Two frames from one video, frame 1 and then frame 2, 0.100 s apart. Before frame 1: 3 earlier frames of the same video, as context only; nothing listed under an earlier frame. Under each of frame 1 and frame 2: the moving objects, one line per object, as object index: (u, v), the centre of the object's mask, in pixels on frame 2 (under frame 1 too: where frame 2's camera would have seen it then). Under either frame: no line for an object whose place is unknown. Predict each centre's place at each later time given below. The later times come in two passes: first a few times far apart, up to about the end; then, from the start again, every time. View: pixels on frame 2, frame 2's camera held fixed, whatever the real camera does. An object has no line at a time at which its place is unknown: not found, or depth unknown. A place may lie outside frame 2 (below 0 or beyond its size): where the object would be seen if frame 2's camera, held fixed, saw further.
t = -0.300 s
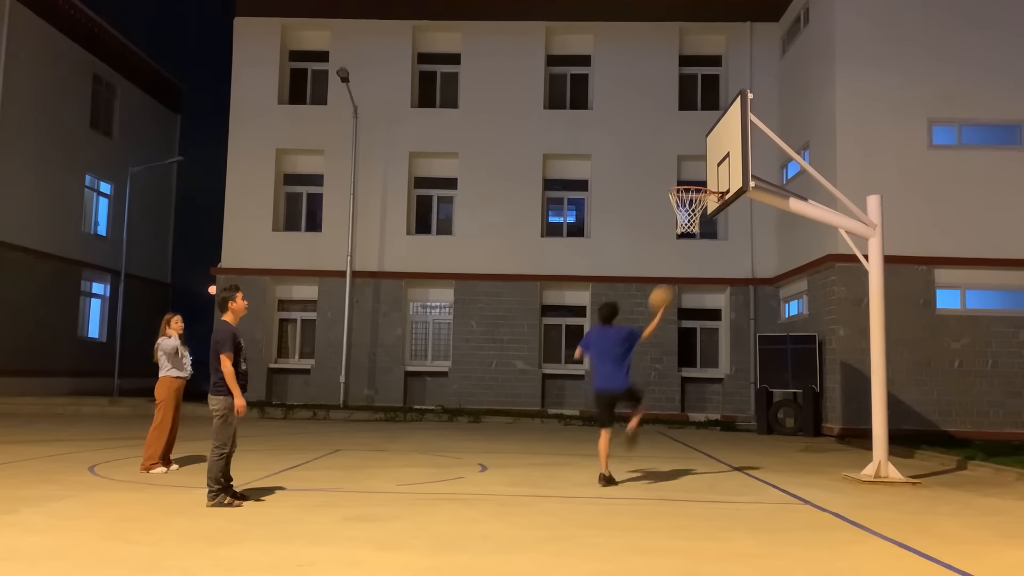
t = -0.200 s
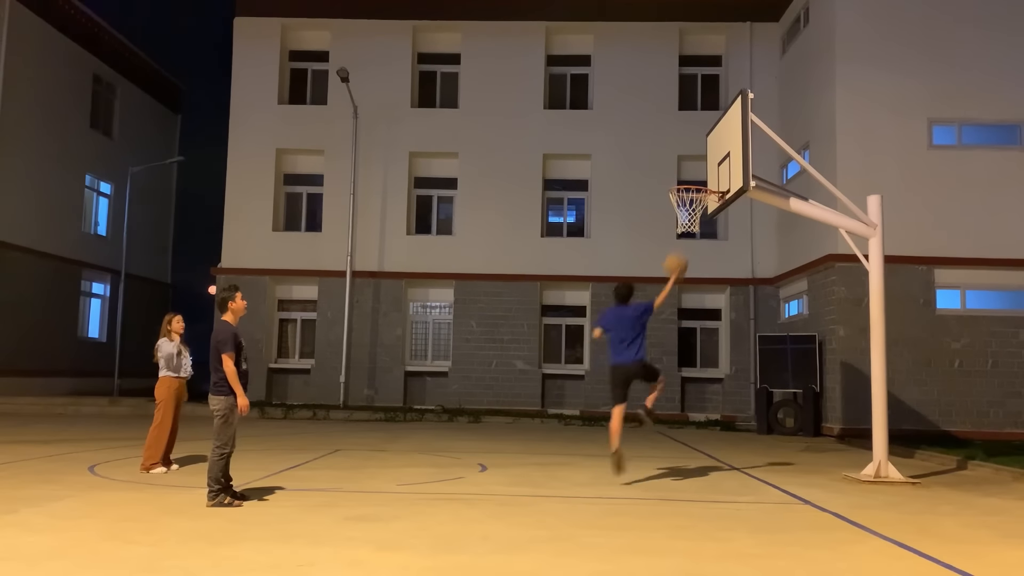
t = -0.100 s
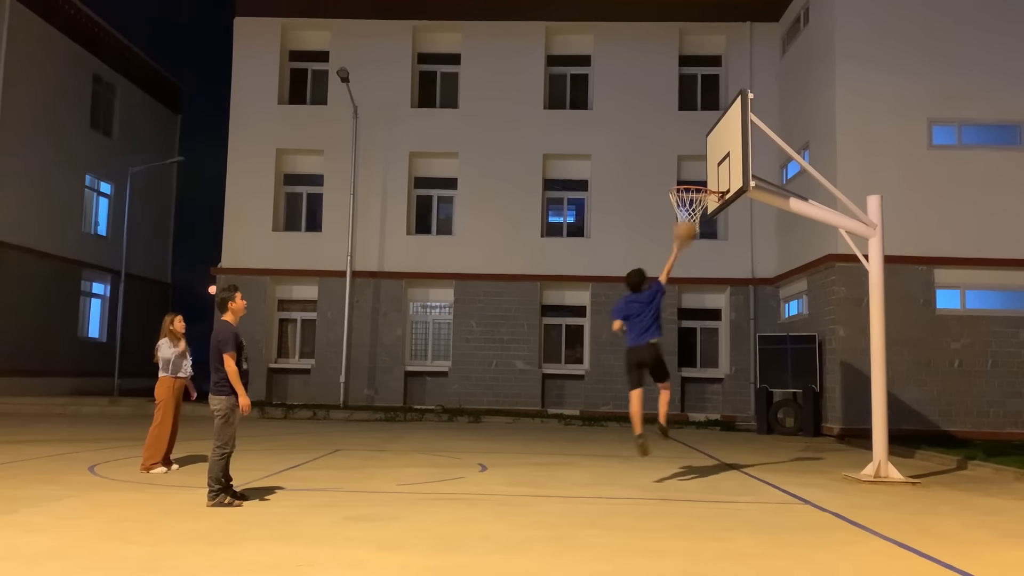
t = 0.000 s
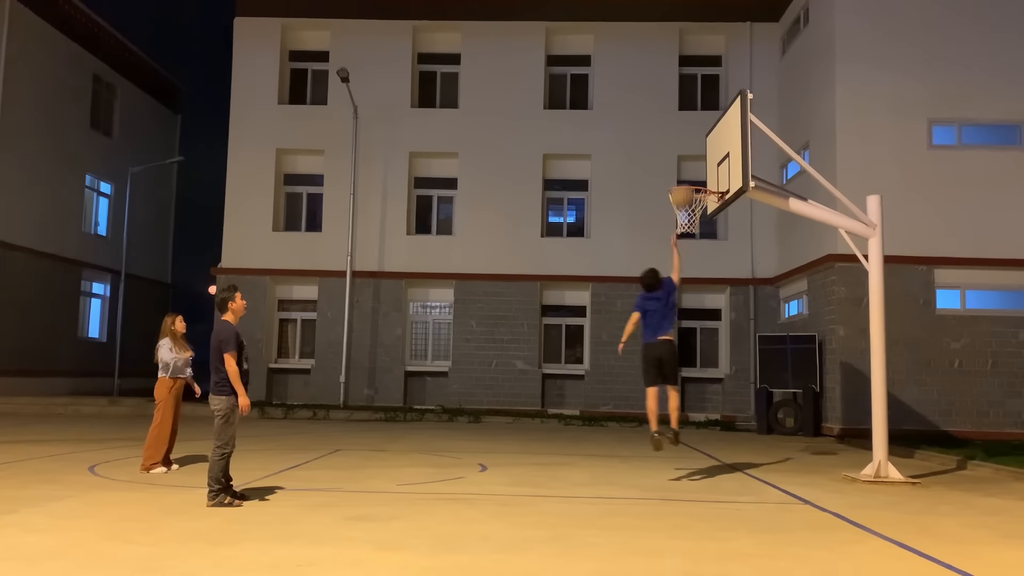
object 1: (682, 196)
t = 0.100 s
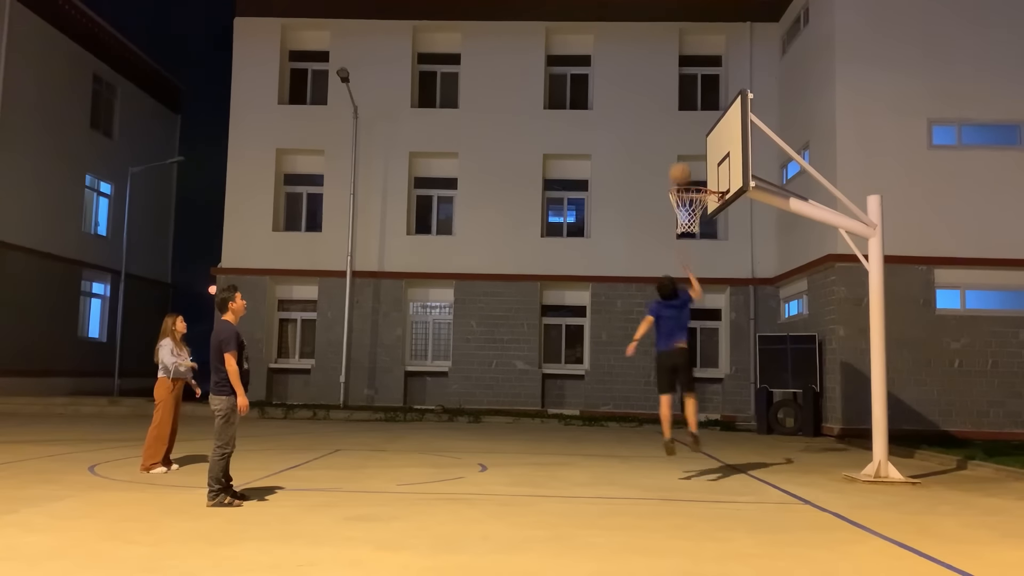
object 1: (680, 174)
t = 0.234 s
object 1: (676, 155)
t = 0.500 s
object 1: (670, 166)
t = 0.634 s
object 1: (668, 179)
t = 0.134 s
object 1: (679, 167)
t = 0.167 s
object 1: (678, 162)
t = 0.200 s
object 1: (677, 158)
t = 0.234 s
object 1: (676, 155)
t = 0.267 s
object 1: (675, 153)
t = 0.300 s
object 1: (675, 153)
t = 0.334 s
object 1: (674, 152)
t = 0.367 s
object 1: (673, 153)
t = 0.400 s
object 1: (673, 155)
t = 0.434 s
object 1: (671, 158)
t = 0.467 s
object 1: (671, 162)
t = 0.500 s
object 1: (670, 166)
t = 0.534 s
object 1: (668, 172)
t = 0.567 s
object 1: (667, 178)
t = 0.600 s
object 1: (667, 180)
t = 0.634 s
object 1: (668, 179)
